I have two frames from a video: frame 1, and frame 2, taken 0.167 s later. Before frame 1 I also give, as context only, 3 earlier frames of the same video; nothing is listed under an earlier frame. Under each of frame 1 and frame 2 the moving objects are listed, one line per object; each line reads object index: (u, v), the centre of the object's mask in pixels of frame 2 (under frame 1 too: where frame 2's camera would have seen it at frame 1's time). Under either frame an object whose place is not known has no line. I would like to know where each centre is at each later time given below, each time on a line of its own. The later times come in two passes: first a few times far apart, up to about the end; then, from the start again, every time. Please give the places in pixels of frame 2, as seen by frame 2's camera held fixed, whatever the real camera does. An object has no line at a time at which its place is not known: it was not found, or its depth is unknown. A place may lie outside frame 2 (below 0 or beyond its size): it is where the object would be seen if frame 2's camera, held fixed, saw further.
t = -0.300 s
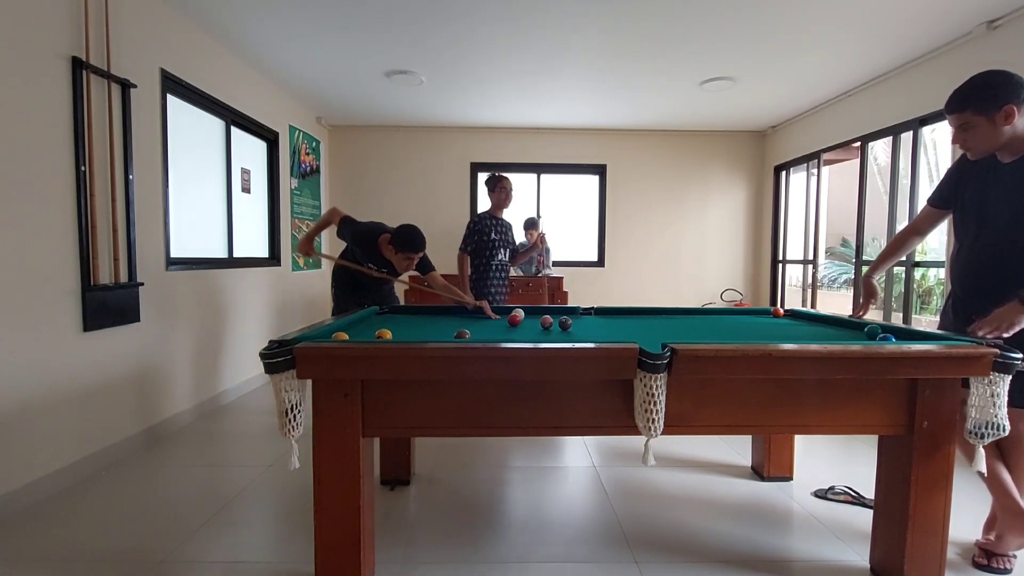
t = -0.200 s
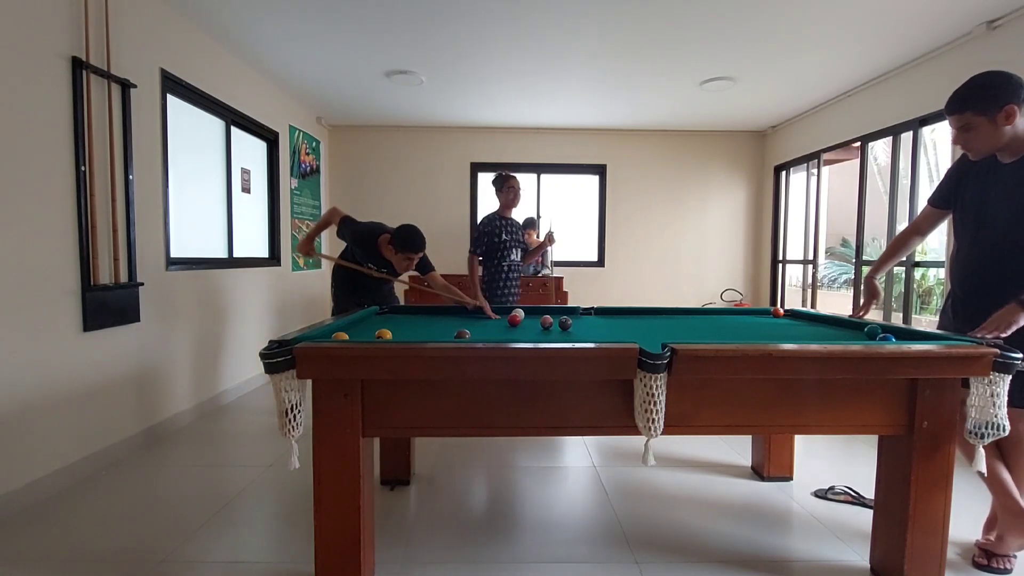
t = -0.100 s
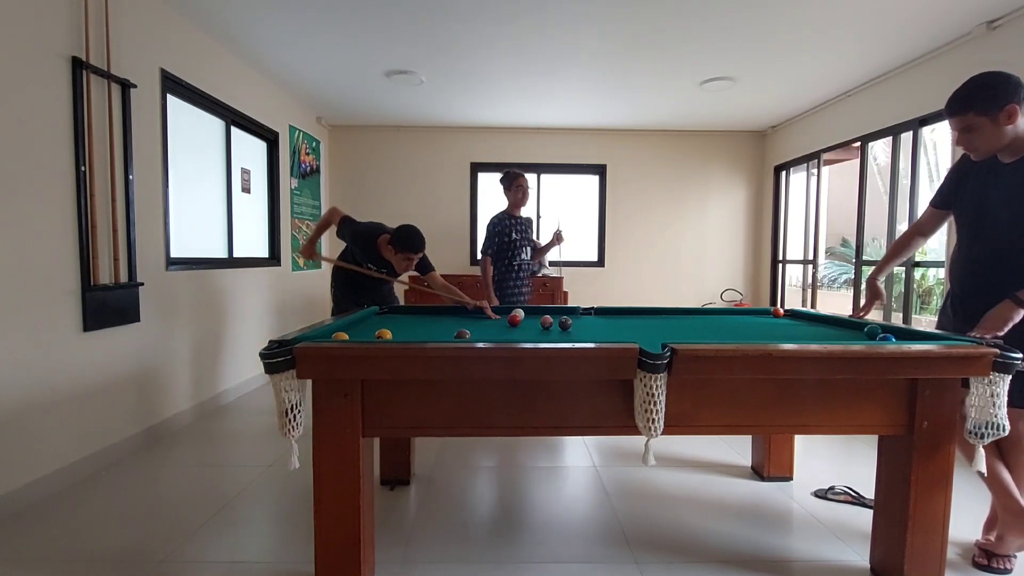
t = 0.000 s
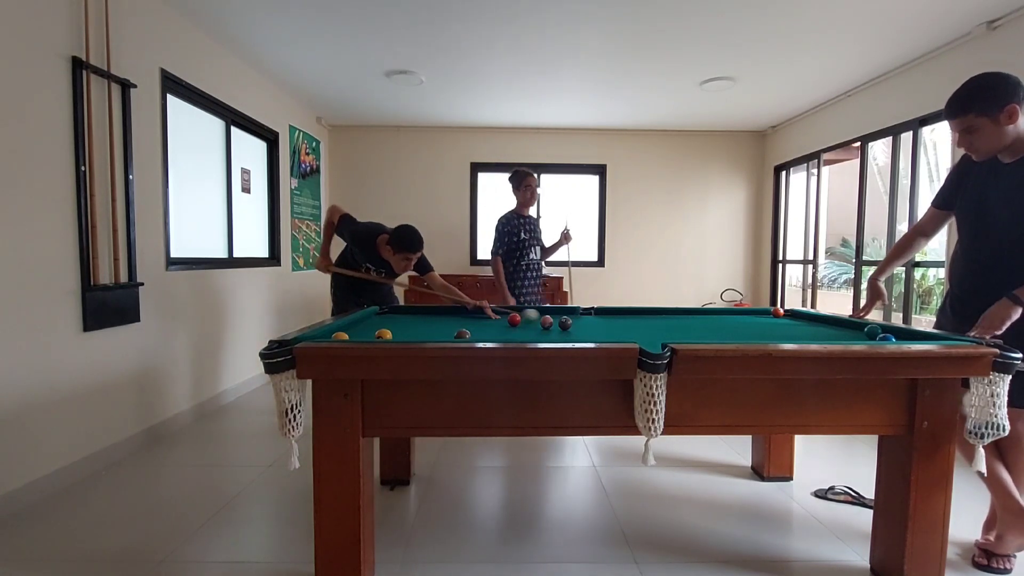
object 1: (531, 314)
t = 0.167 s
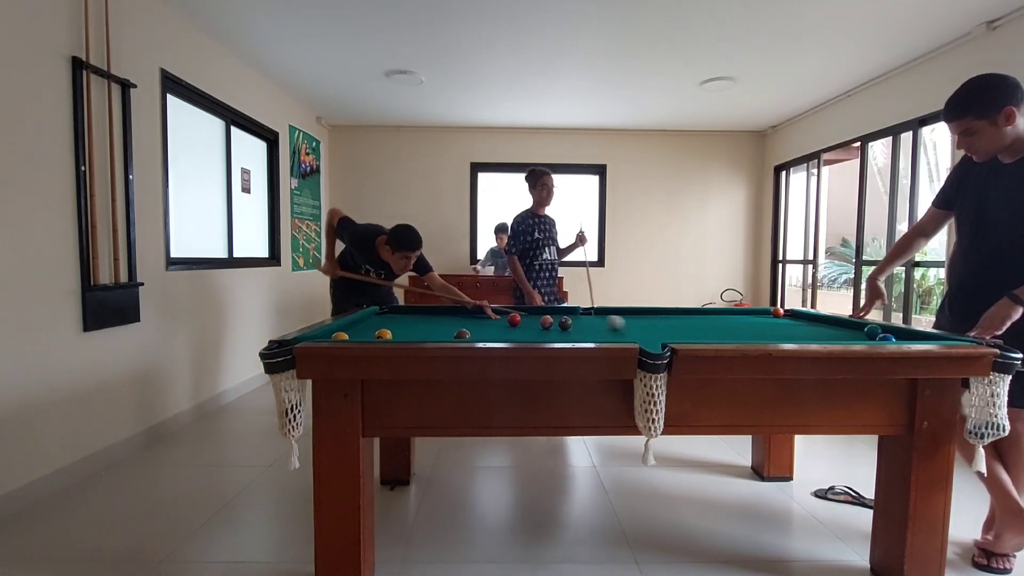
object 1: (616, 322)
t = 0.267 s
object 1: (668, 326)
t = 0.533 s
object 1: (822, 336)
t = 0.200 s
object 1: (634, 324)
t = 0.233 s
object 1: (651, 325)
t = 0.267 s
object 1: (668, 326)
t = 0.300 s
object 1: (686, 327)
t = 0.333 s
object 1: (704, 329)
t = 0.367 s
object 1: (721, 330)
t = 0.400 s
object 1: (740, 332)
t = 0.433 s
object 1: (759, 333)
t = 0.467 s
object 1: (780, 334)
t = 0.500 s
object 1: (799, 335)
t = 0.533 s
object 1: (822, 336)
